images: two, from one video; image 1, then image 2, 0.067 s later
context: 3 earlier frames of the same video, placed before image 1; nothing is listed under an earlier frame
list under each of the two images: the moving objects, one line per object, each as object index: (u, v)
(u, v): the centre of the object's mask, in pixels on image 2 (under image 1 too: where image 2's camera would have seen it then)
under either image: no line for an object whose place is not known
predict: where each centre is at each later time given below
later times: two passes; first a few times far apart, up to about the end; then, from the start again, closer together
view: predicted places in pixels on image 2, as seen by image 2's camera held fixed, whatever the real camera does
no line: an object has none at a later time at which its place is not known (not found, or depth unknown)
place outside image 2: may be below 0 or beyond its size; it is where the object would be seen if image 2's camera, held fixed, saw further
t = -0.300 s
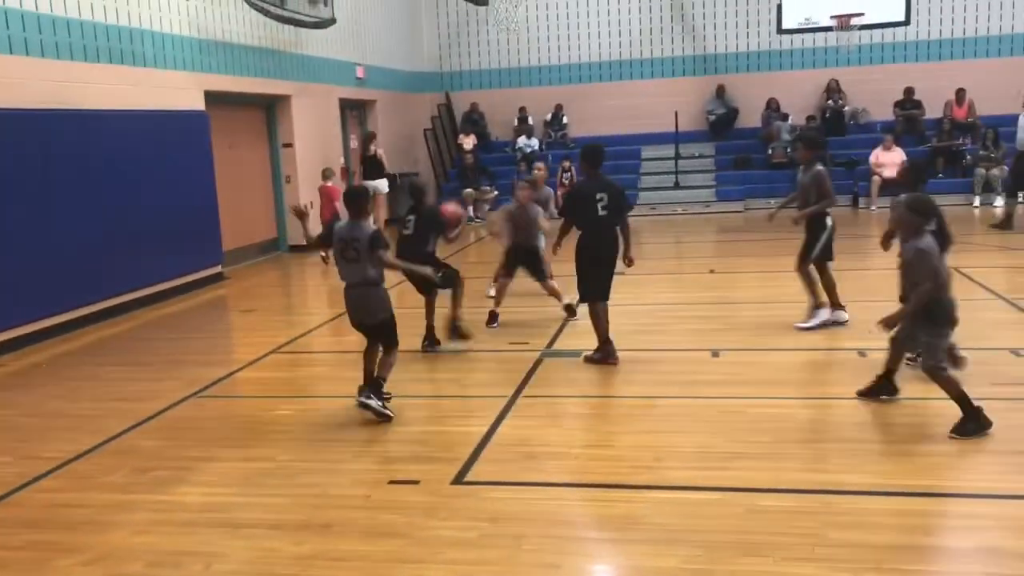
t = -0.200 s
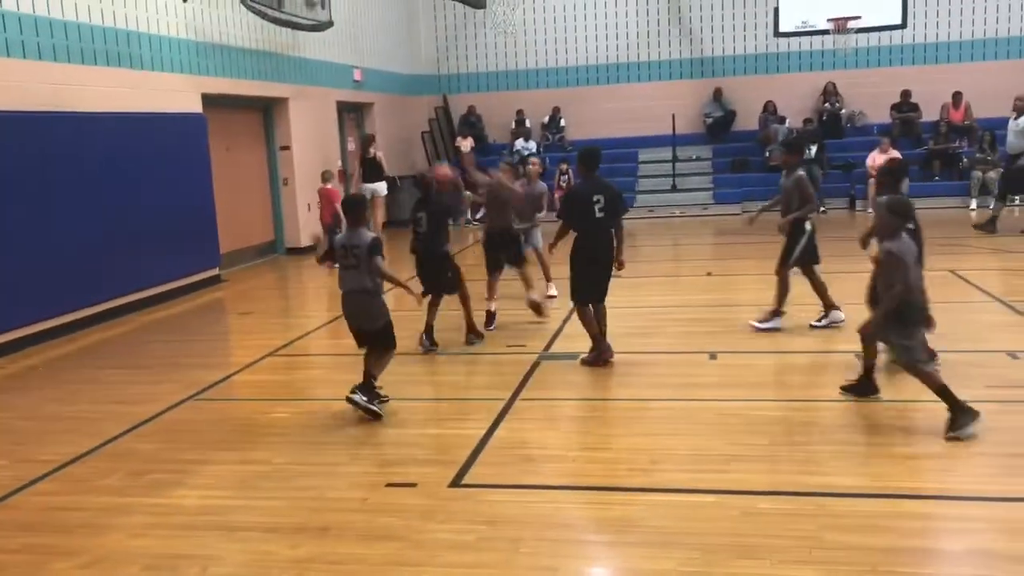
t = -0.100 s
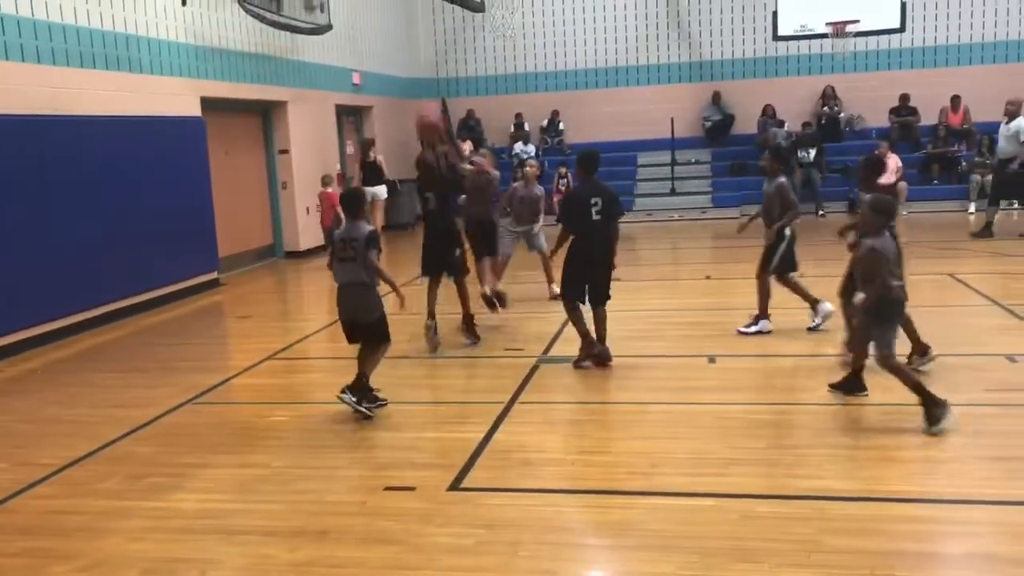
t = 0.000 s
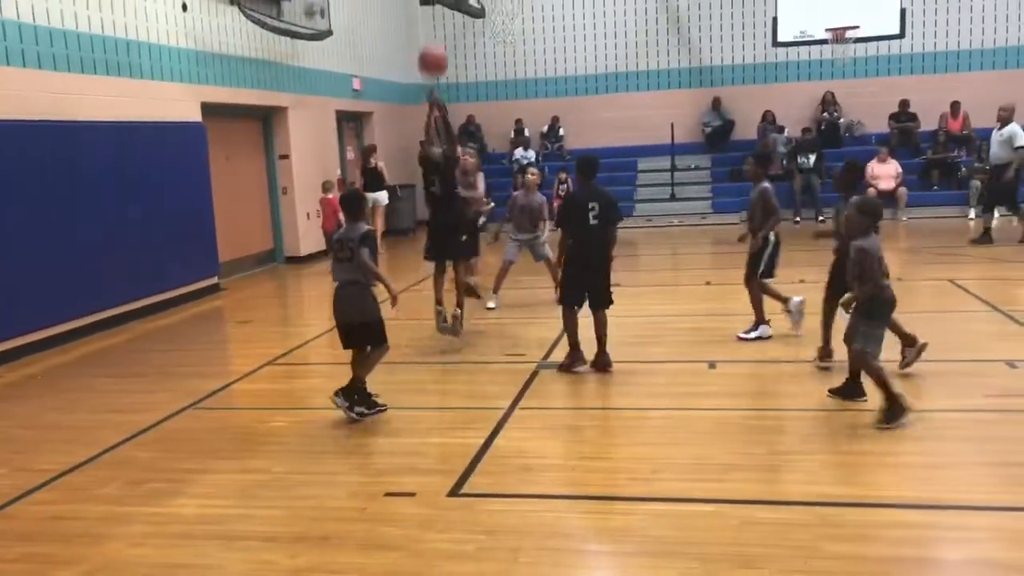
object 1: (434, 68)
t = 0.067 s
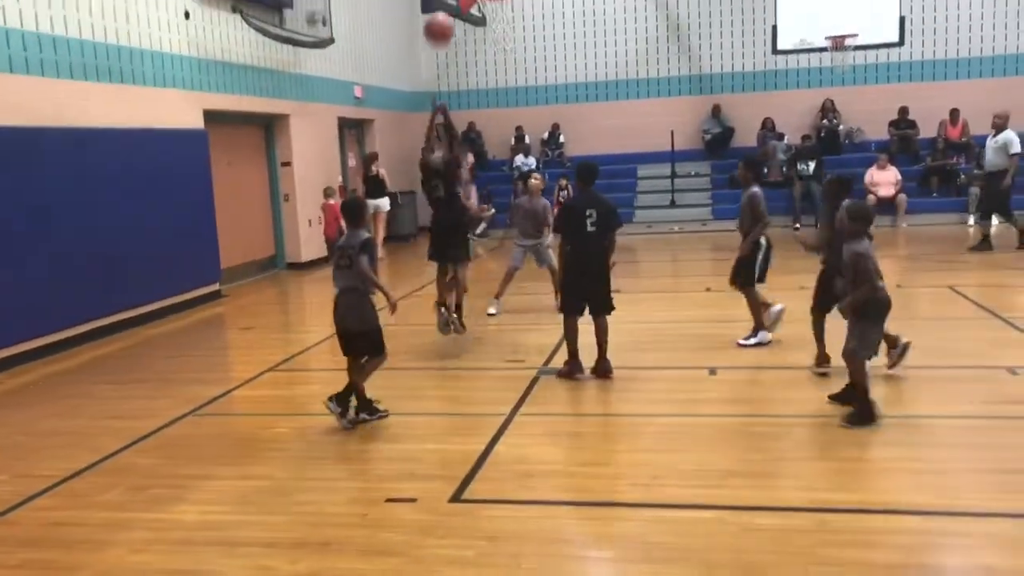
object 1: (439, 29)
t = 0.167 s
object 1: (446, -9)
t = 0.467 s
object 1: (469, -79)
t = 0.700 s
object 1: (489, -48)
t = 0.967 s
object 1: (508, 37)
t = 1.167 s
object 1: (511, 98)
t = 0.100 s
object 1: (441, 11)
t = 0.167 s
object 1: (446, -9)
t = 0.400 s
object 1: (464, -70)
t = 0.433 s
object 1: (466, -78)
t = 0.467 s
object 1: (469, -79)
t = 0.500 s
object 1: (472, -77)
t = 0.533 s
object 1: (475, -76)
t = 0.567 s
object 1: (477, -73)
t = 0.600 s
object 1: (481, -69)
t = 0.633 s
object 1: (484, -63)
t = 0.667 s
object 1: (487, -55)
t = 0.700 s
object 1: (489, -48)
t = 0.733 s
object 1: (492, -37)
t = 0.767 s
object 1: (495, -25)
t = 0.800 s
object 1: (498, -13)
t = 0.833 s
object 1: (504, 2)
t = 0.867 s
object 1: (505, 11)
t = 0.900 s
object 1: (507, 27)
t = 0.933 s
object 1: (508, 33)
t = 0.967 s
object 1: (508, 37)
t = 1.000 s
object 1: (509, 44)
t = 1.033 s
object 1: (509, 53)
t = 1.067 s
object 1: (510, 62)
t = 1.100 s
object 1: (510, 73)
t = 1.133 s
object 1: (510, 85)
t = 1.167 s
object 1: (511, 98)
